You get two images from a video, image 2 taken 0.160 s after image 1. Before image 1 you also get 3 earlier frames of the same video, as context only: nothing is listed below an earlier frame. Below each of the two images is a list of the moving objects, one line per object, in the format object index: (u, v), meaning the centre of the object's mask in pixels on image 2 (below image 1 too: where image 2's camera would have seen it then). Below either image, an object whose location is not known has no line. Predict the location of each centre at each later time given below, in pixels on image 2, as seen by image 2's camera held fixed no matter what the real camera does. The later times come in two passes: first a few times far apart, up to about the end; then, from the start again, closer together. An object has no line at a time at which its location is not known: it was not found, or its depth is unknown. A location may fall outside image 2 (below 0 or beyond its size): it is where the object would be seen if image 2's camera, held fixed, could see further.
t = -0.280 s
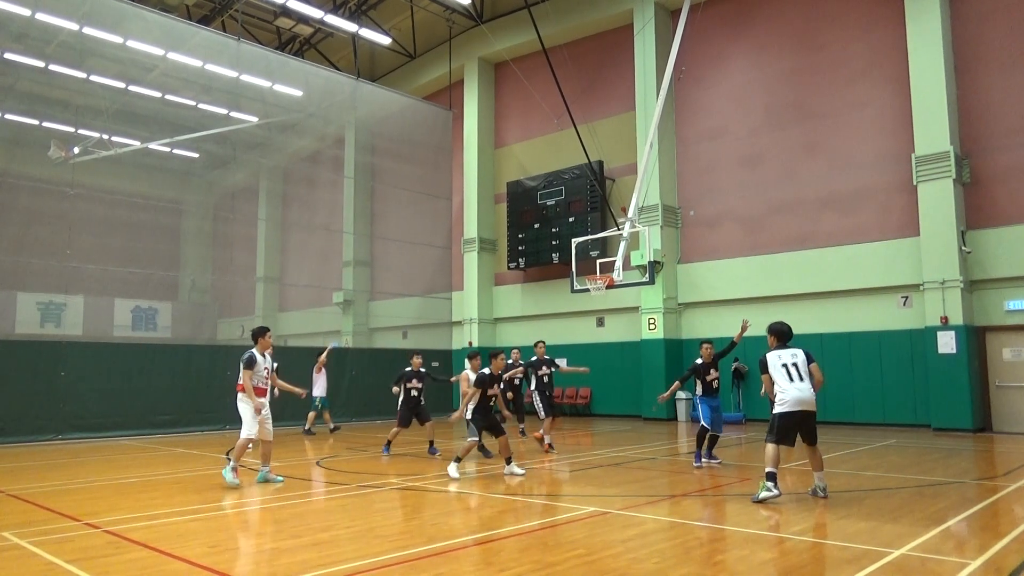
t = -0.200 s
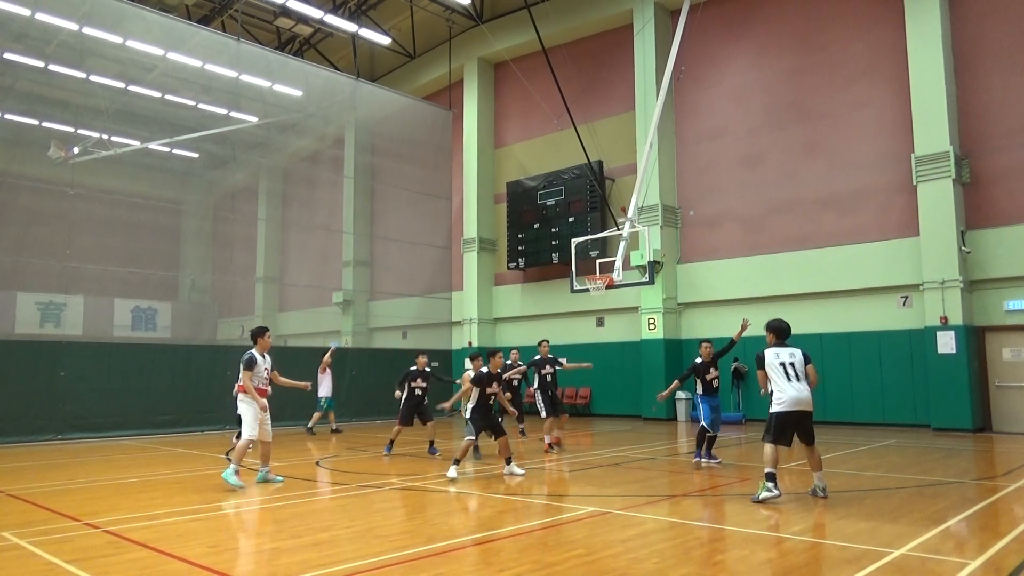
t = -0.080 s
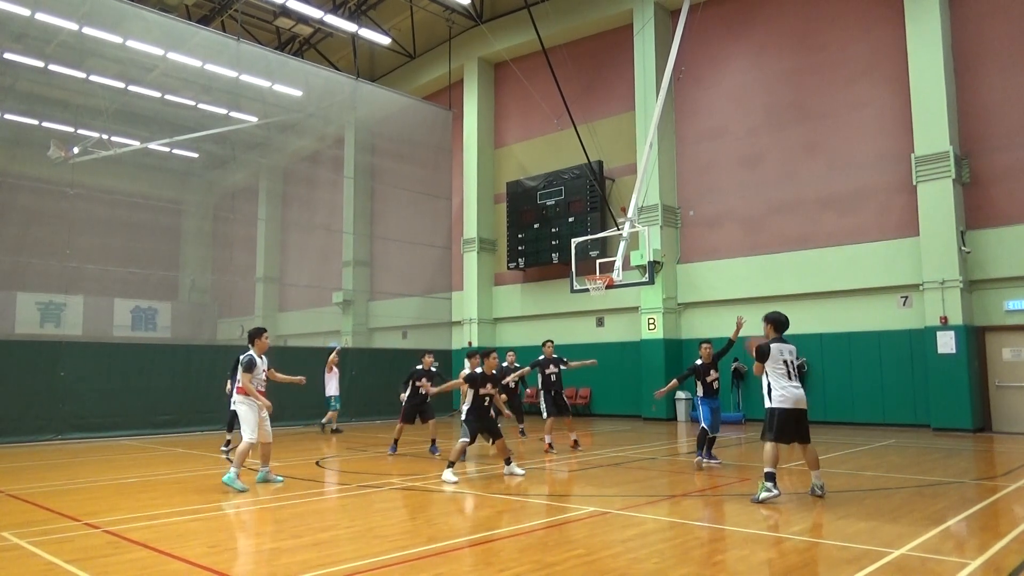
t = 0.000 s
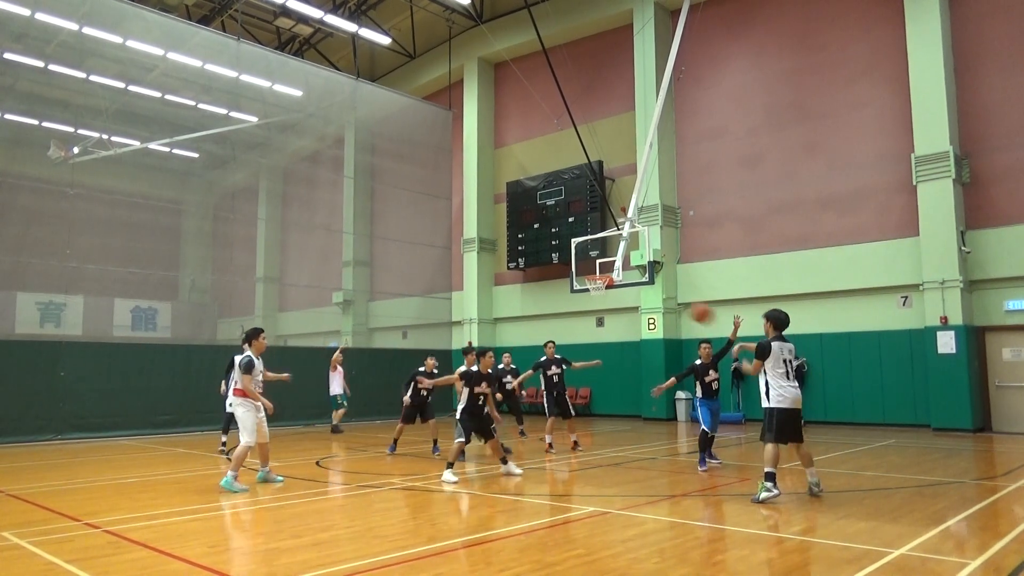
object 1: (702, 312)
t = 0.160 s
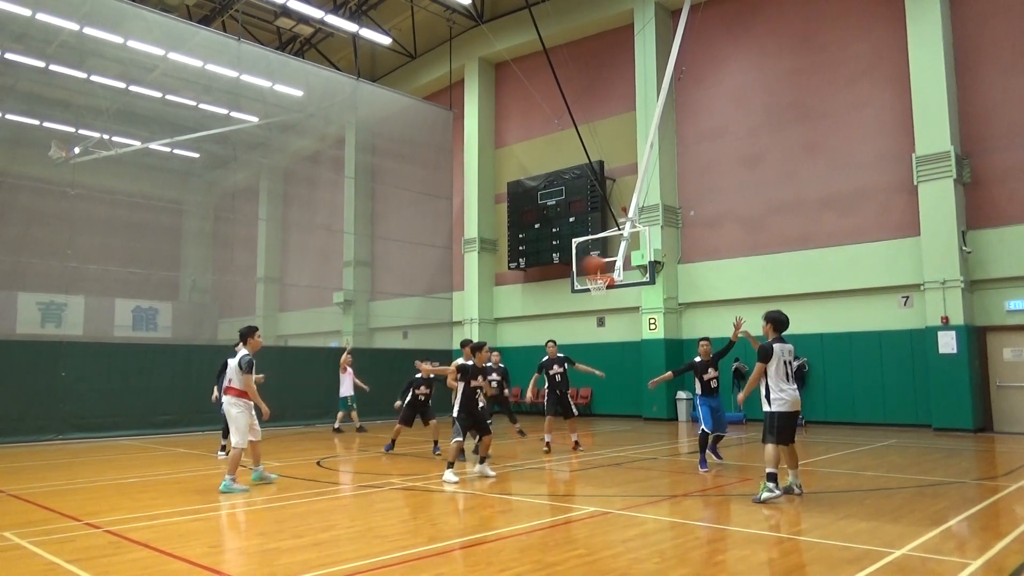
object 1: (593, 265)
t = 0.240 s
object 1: (547, 250)
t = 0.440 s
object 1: (441, 234)
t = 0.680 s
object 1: (333, 251)
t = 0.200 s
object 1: (570, 257)
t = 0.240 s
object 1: (547, 250)
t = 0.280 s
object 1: (526, 245)
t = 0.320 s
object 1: (504, 240)
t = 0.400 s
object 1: (460, 236)
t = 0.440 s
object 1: (441, 234)
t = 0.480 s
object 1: (422, 235)
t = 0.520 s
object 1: (404, 236)
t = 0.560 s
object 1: (385, 239)
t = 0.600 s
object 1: (368, 242)
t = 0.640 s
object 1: (349, 246)
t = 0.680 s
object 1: (333, 251)
